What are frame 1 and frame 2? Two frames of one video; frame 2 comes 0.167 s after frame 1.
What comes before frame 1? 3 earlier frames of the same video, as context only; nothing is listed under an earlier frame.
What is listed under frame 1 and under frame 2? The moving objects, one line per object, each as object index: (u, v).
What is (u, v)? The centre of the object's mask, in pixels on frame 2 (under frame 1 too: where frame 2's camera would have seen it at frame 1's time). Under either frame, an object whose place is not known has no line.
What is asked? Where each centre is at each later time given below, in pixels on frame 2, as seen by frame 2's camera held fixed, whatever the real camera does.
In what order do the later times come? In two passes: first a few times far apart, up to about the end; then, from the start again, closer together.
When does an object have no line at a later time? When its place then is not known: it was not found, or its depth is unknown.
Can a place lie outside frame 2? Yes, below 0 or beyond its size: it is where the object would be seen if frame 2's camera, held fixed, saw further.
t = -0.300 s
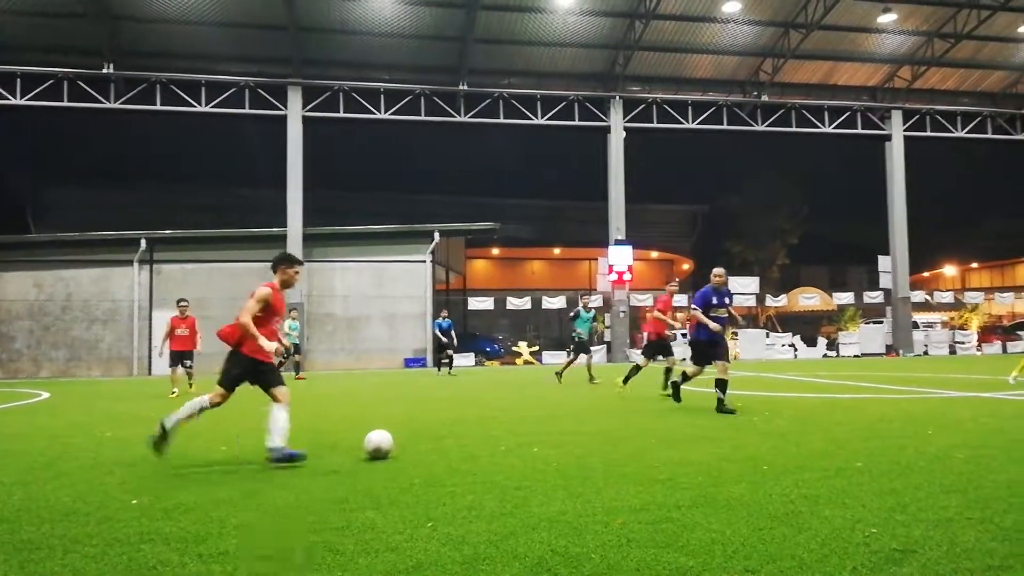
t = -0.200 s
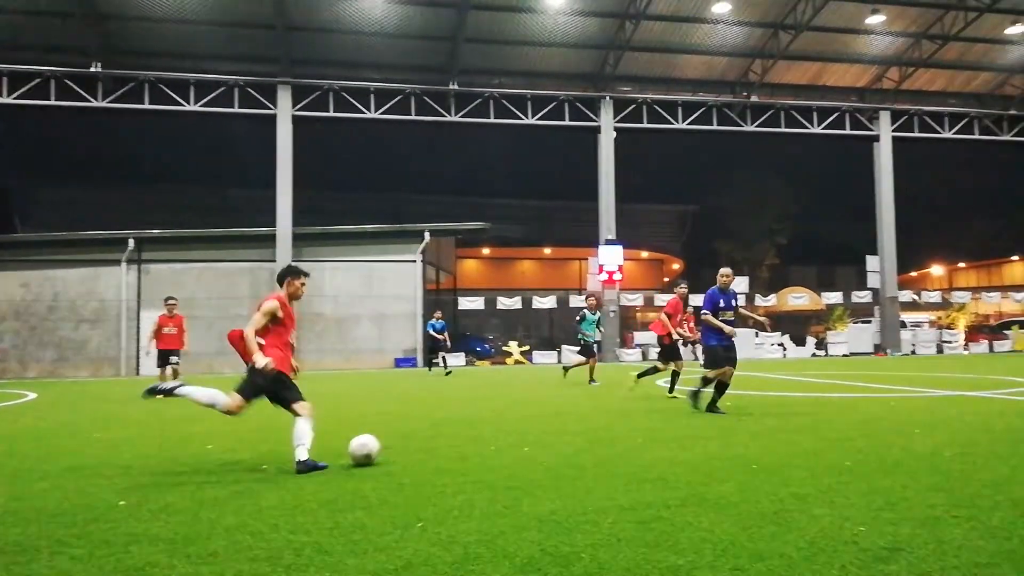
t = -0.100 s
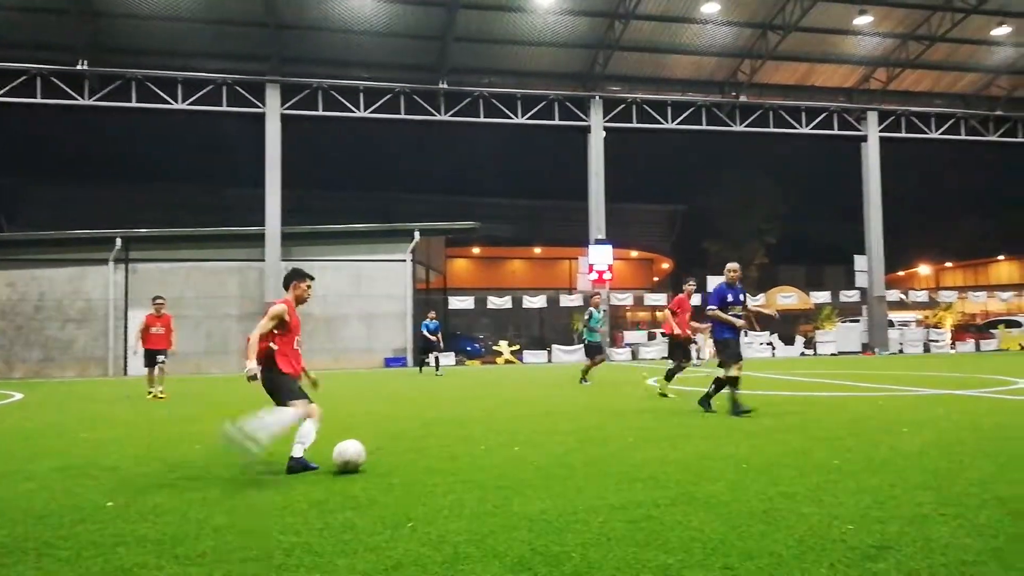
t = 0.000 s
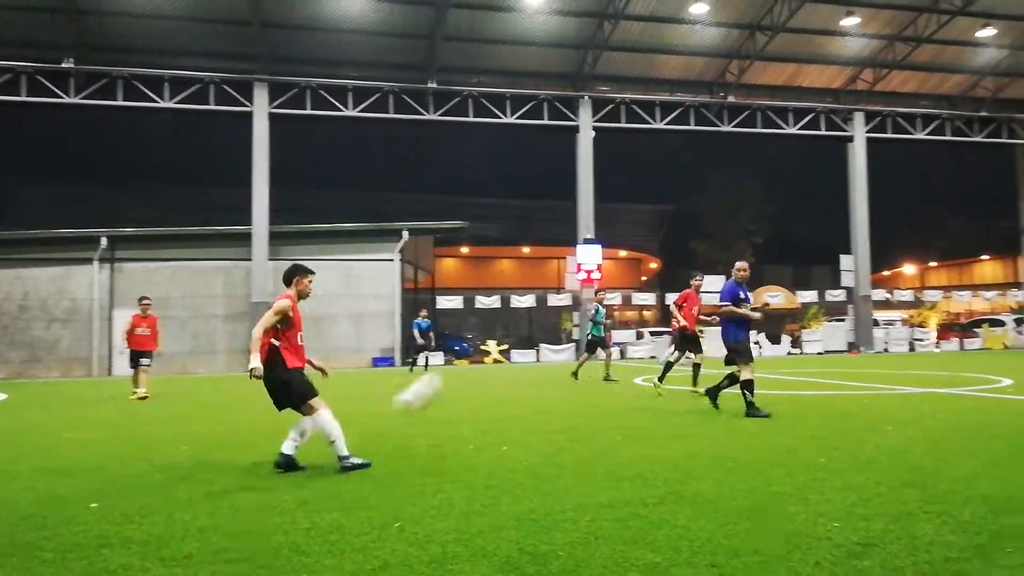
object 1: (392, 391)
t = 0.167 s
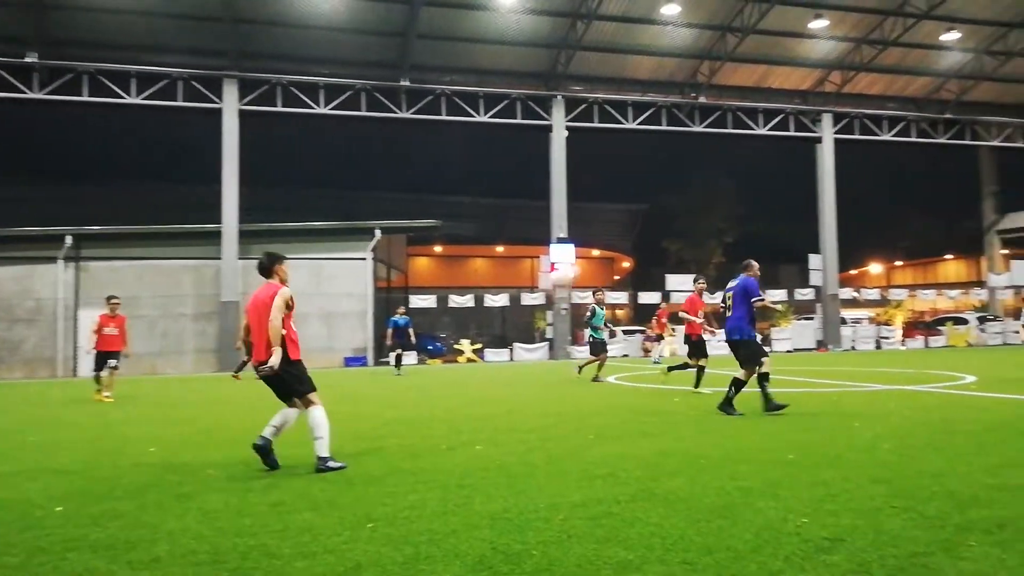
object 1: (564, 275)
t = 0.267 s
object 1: (635, 238)
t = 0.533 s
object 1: (758, 193)
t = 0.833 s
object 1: (839, 197)
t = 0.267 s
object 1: (635, 238)
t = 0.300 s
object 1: (654, 229)
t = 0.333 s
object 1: (672, 221)
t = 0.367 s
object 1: (689, 214)
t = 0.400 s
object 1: (705, 208)
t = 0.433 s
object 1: (720, 203)
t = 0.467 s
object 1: (733, 199)
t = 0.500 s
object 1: (746, 196)
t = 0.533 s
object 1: (758, 193)
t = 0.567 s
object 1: (769, 191)
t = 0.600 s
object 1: (780, 190)
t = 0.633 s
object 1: (790, 189)
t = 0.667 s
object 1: (799, 190)
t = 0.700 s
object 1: (808, 190)
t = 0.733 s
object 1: (816, 191)
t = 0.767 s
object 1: (823, 193)
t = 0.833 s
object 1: (839, 197)
